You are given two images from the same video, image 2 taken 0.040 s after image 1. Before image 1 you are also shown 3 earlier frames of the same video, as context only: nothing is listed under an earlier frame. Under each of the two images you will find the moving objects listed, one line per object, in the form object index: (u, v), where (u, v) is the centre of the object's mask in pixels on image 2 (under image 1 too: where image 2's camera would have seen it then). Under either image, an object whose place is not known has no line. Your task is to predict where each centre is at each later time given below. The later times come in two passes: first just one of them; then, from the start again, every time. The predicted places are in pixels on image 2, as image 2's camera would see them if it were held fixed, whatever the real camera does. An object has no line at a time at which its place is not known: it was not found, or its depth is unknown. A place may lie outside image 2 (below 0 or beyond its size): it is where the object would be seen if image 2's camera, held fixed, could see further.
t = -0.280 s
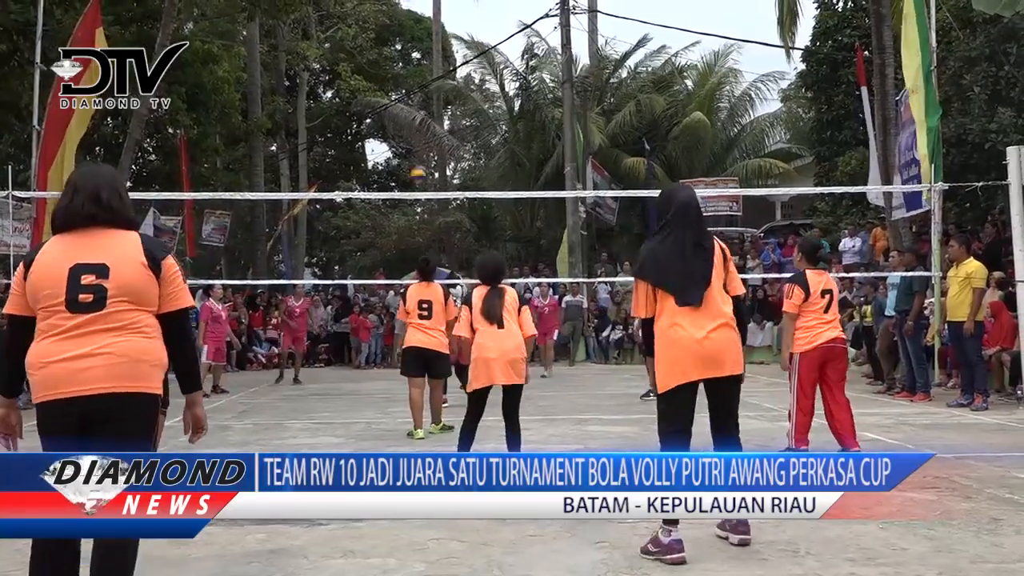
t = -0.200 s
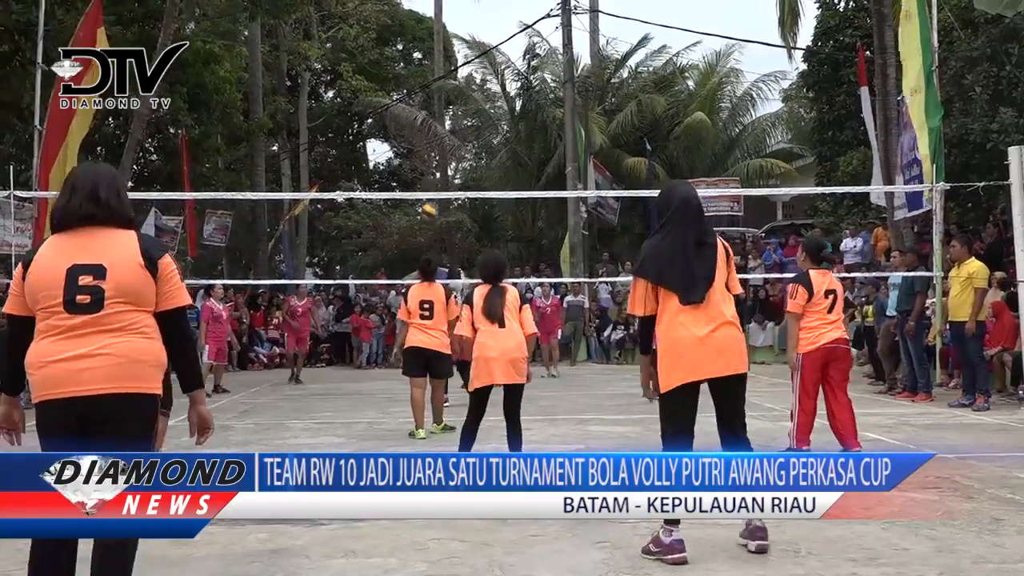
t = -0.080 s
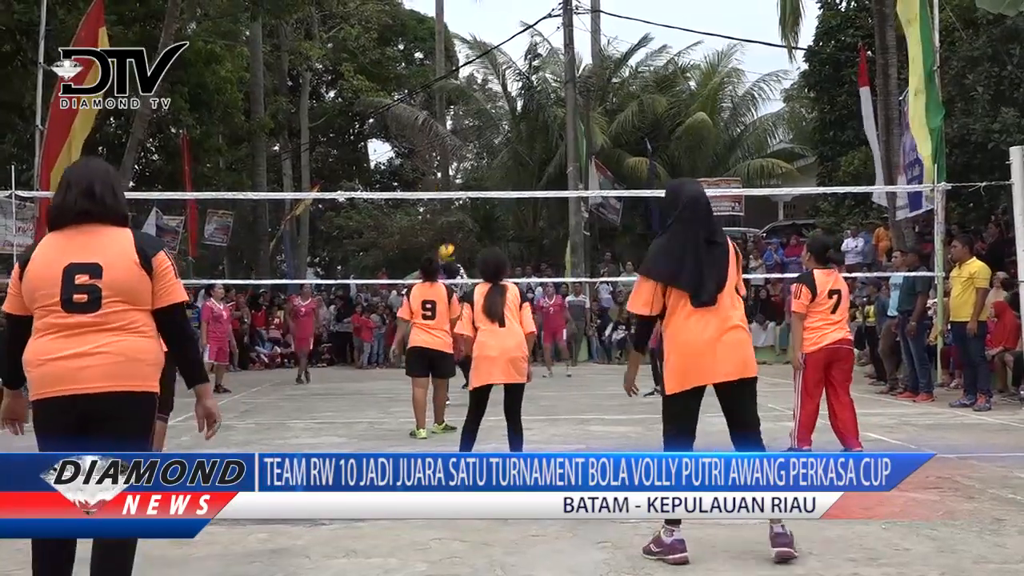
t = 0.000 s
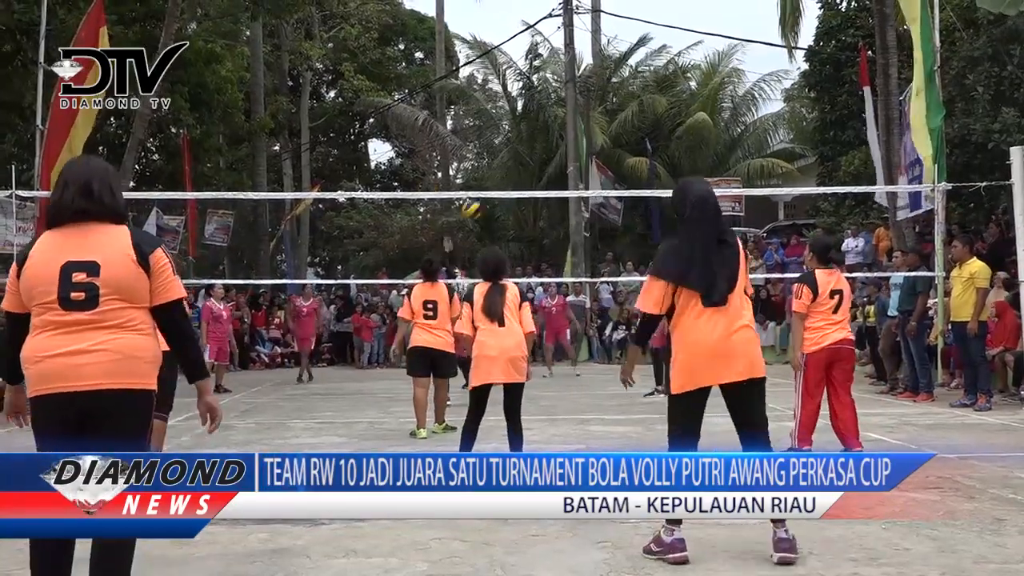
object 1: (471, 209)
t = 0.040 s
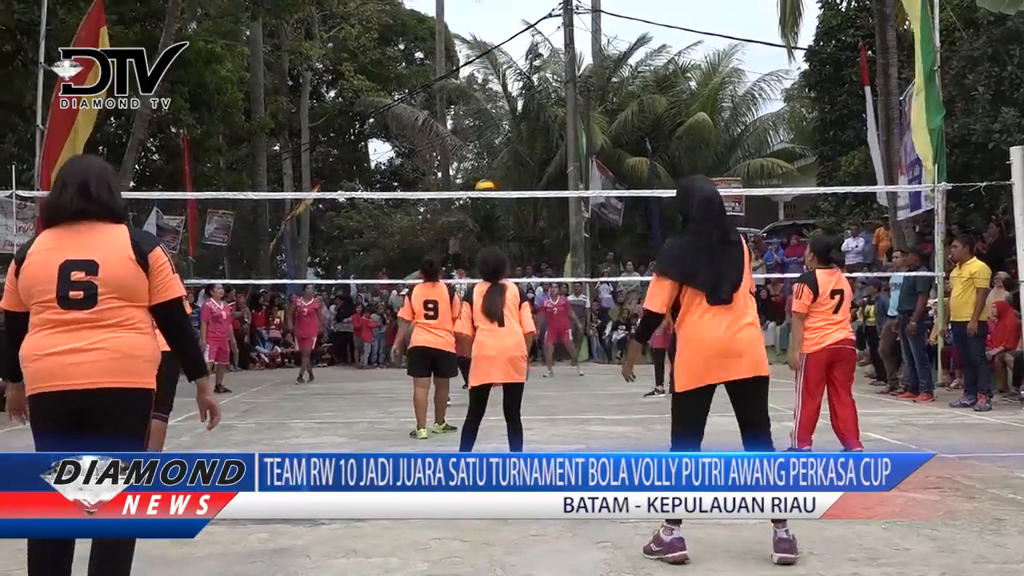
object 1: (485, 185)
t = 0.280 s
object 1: (572, 83)
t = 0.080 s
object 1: (498, 168)
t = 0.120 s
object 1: (512, 150)
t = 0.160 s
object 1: (525, 132)
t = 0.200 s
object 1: (540, 115)
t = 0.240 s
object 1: (555, 99)
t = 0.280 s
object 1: (572, 83)
